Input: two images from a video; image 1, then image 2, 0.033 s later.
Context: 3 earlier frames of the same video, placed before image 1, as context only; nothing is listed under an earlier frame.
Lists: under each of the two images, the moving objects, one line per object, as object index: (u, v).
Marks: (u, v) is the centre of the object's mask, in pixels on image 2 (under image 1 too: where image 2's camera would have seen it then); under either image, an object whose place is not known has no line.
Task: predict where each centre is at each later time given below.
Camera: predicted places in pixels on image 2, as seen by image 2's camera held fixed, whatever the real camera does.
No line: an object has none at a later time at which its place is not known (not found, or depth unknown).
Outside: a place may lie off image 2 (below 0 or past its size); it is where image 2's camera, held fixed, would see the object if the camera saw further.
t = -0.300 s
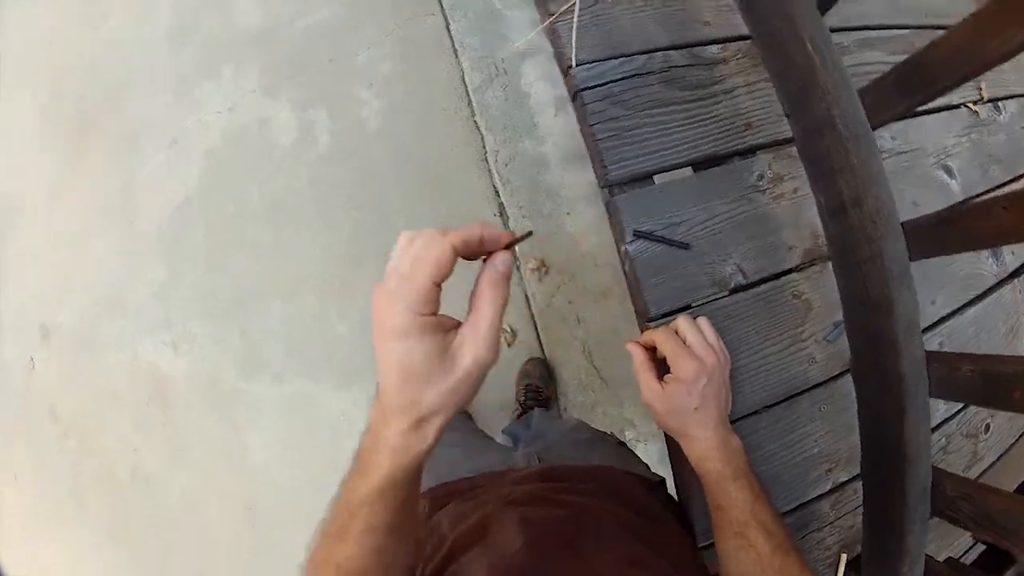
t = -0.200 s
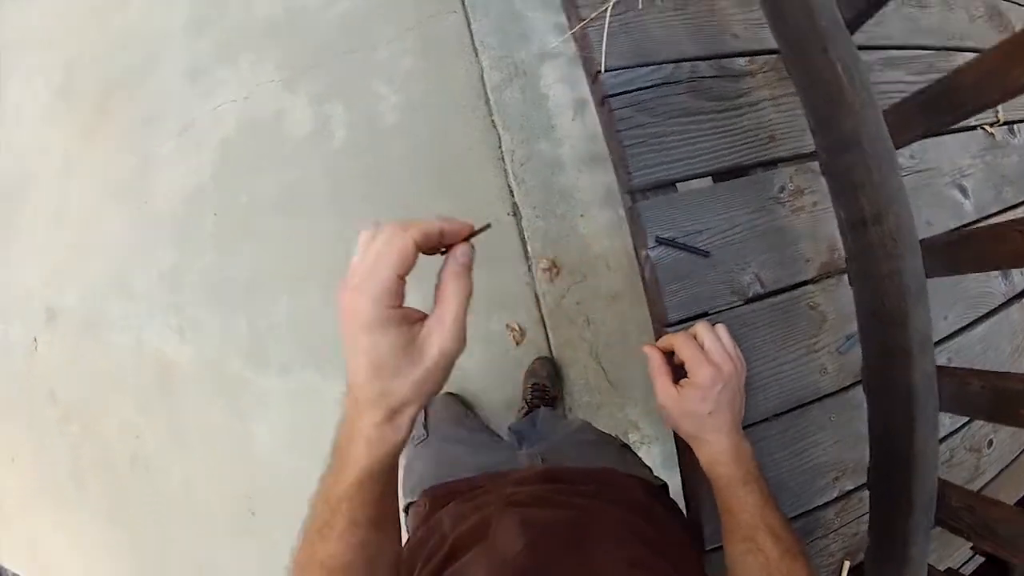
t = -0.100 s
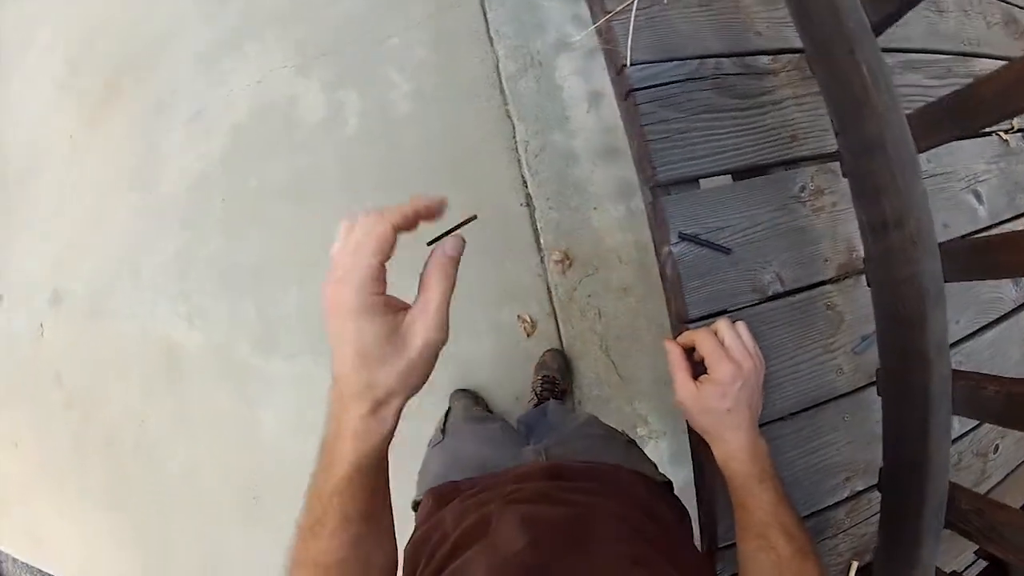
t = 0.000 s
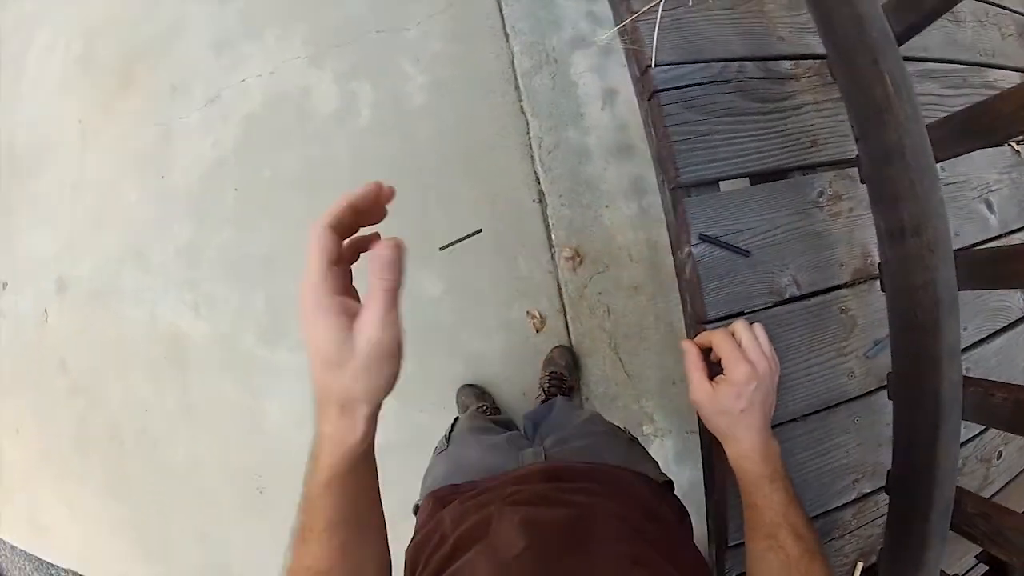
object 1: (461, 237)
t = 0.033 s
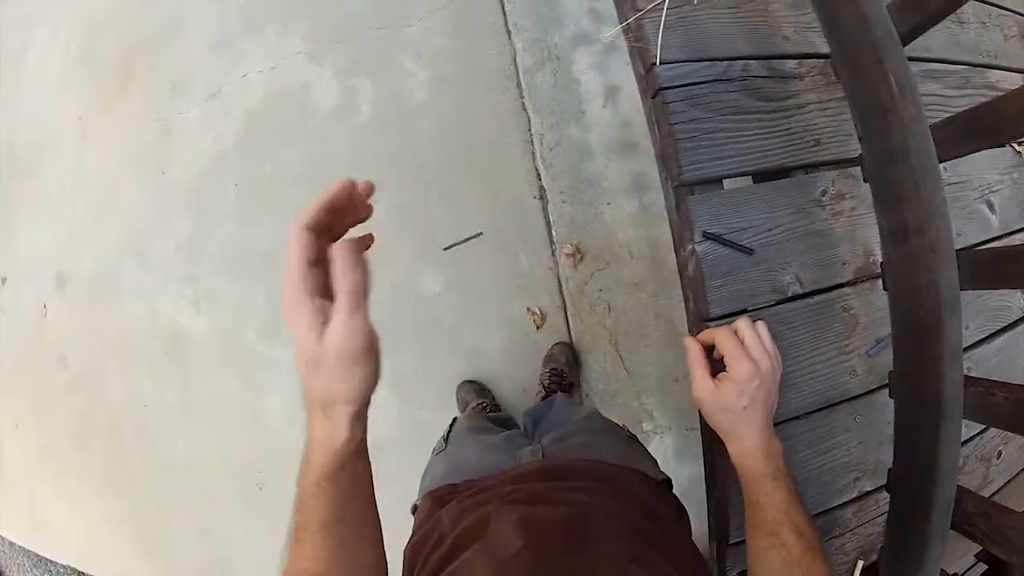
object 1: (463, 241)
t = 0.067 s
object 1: (464, 246)
